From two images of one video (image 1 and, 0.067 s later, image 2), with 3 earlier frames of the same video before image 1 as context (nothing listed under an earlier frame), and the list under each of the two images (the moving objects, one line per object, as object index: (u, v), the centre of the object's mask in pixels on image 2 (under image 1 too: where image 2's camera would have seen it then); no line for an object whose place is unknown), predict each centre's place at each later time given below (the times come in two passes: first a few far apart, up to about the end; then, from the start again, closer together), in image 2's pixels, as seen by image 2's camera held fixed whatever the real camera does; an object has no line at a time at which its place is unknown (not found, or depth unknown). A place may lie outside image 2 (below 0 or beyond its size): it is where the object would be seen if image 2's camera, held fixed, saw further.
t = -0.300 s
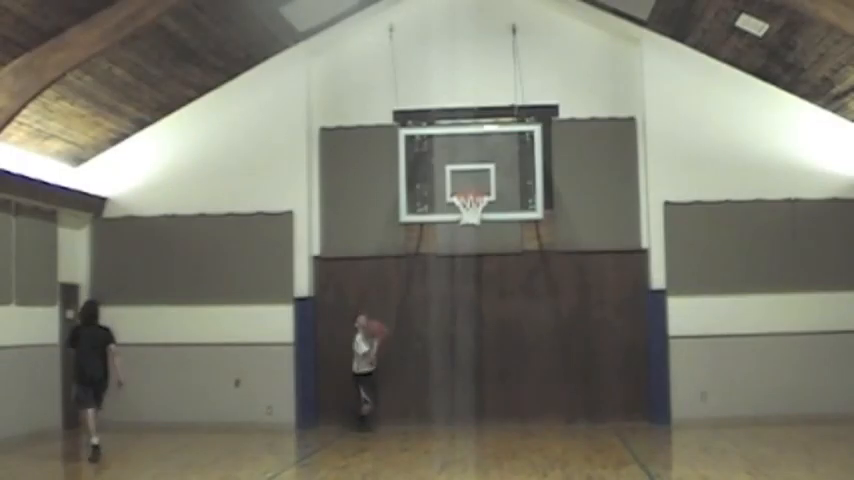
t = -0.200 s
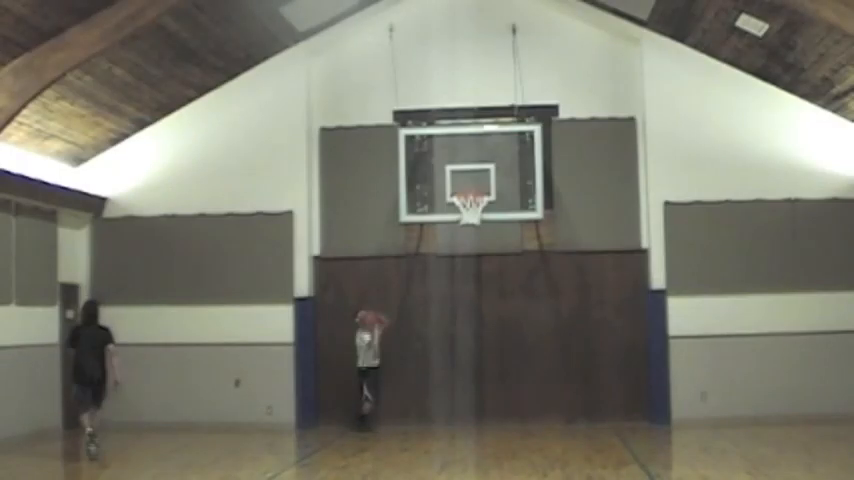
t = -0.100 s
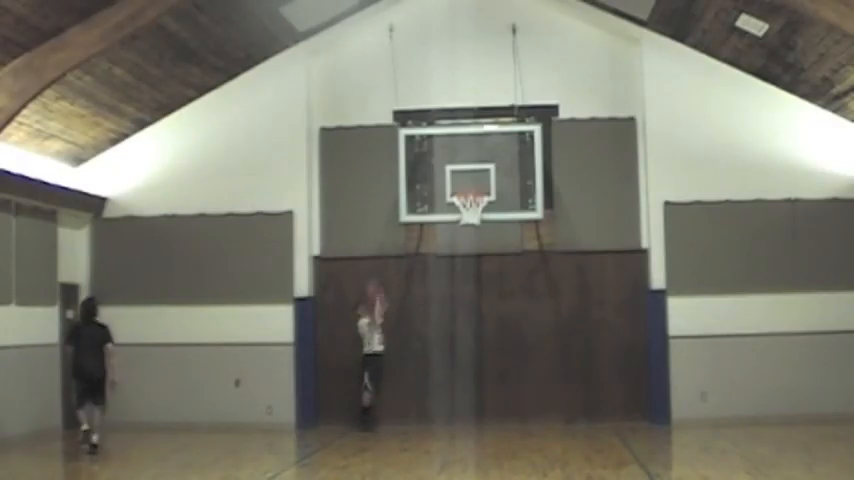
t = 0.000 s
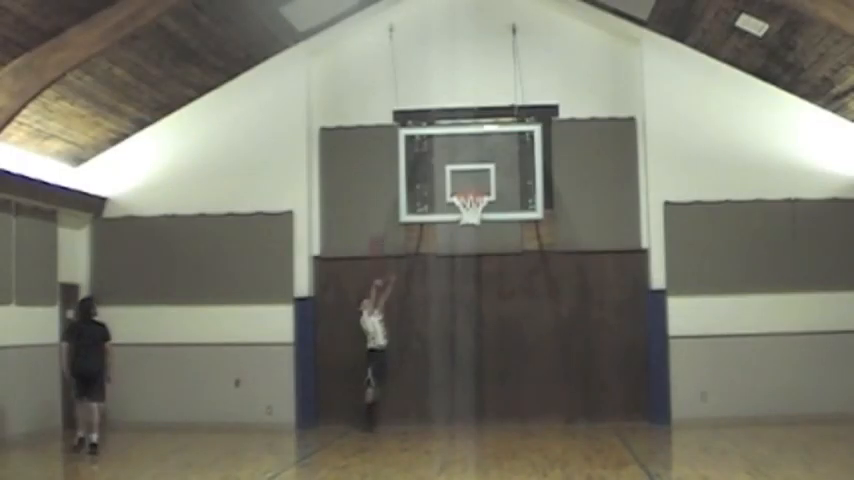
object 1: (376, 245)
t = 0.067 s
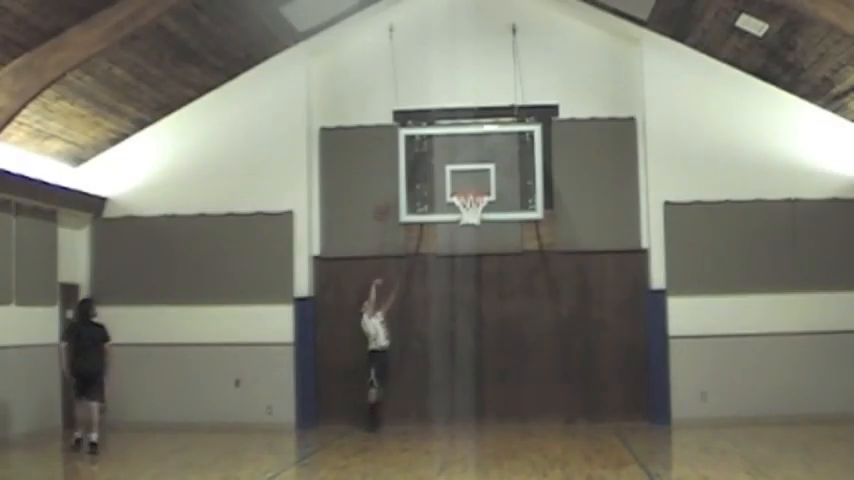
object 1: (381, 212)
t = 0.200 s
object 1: (391, 161)
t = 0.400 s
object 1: (406, 100)
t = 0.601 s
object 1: (421, 73)
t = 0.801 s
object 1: (436, 75)
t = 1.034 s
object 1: (457, 115)
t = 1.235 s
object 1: (475, 184)
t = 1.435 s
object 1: (477, 249)
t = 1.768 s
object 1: (467, 411)
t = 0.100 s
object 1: (384, 197)
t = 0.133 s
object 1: (387, 184)
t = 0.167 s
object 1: (389, 172)
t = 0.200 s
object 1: (391, 161)
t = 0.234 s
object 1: (392, 149)
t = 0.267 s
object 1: (393, 136)
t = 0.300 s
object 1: (398, 120)
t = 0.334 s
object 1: (402, 113)
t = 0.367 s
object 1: (404, 106)
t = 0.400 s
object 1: (406, 100)
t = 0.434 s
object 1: (408, 94)
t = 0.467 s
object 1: (411, 88)
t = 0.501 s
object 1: (413, 83)
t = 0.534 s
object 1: (416, 79)
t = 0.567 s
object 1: (418, 76)
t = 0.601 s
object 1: (421, 73)
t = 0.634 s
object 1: (423, 72)
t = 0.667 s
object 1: (426, 71)
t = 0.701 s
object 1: (428, 71)
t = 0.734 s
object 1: (431, 71)
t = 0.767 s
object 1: (434, 73)
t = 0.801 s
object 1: (436, 75)
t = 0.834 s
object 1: (439, 78)
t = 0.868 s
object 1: (442, 82)
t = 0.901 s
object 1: (445, 87)
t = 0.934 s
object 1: (448, 92)
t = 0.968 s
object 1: (451, 99)
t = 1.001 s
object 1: (454, 105)
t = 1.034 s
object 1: (457, 115)
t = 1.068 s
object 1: (460, 122)
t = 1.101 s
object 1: (463, 135)
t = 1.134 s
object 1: (465, 144)
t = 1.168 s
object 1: (469, 156)
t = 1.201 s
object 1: (473, 171)
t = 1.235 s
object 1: (475, 184)
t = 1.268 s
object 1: (477, 193)
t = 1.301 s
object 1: (476, 197)
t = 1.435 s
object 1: (477, 249)
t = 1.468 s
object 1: (474, 262)
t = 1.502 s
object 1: (473, 273)
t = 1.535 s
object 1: (472, 288)
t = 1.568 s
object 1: (471, 301)
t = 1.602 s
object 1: (470, 318)
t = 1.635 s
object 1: (470, 336)
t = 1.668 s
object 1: (469, 354)
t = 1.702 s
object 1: (468, 372)
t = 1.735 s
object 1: (468, 390)
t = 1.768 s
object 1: (467, 411)
